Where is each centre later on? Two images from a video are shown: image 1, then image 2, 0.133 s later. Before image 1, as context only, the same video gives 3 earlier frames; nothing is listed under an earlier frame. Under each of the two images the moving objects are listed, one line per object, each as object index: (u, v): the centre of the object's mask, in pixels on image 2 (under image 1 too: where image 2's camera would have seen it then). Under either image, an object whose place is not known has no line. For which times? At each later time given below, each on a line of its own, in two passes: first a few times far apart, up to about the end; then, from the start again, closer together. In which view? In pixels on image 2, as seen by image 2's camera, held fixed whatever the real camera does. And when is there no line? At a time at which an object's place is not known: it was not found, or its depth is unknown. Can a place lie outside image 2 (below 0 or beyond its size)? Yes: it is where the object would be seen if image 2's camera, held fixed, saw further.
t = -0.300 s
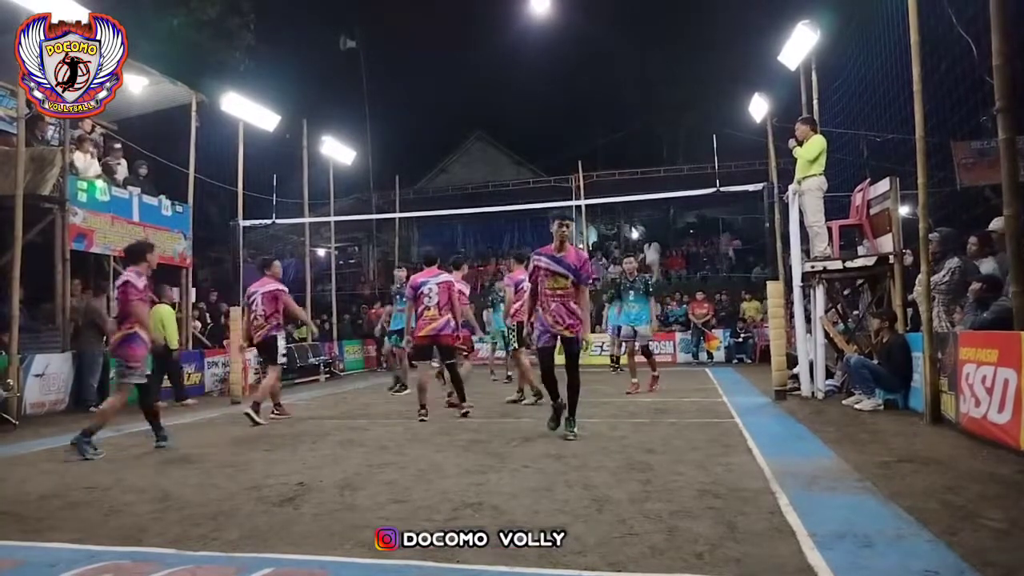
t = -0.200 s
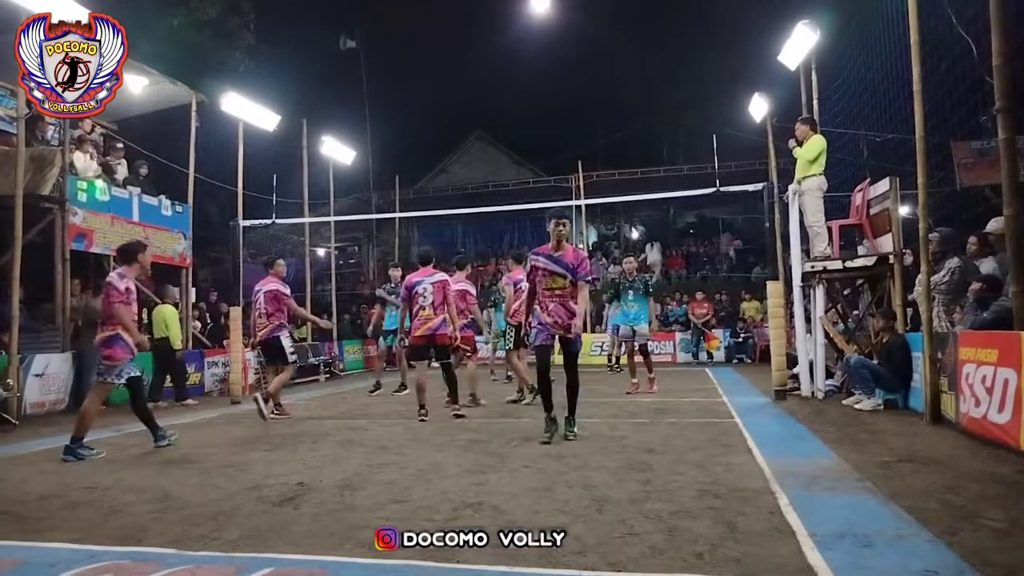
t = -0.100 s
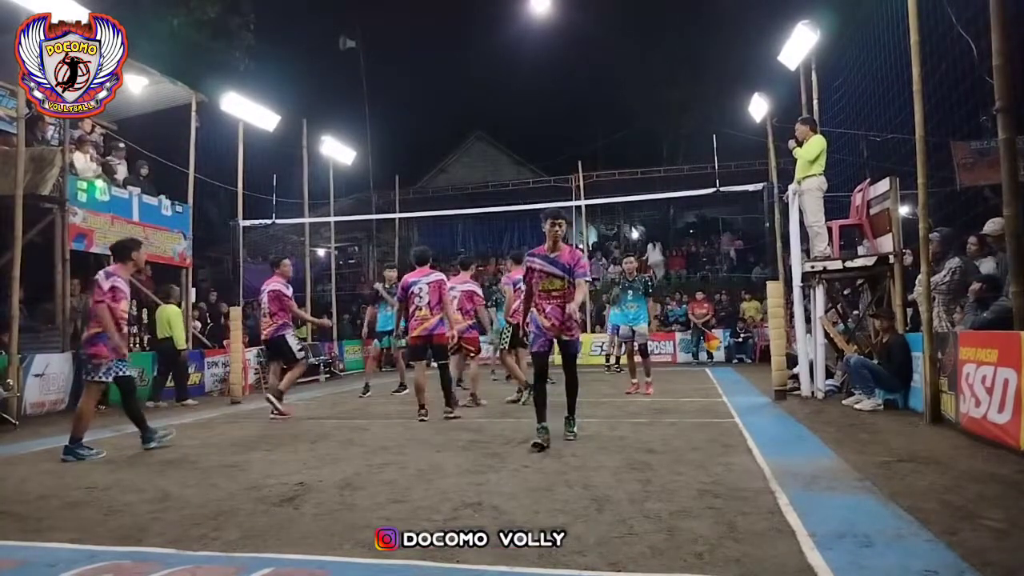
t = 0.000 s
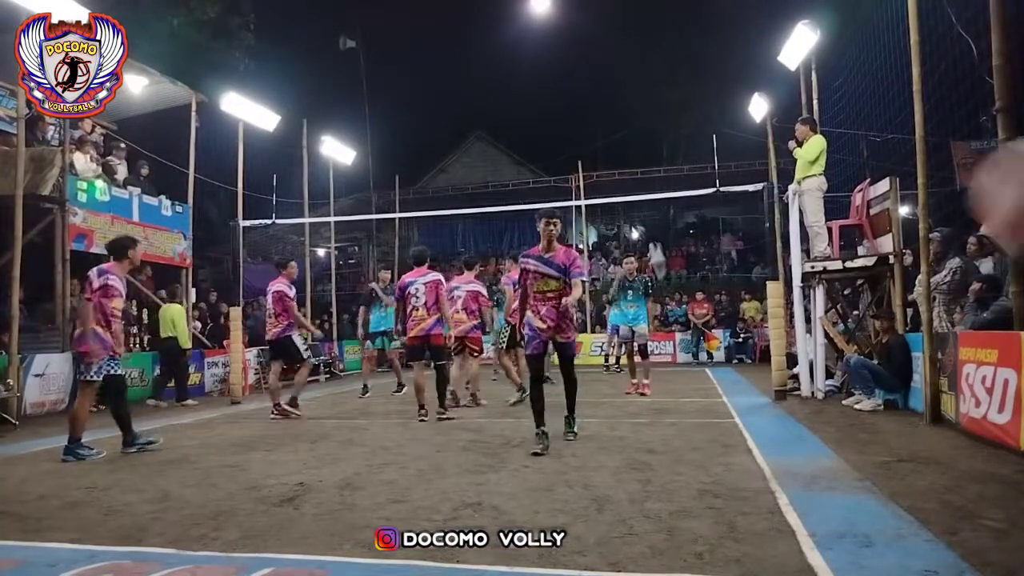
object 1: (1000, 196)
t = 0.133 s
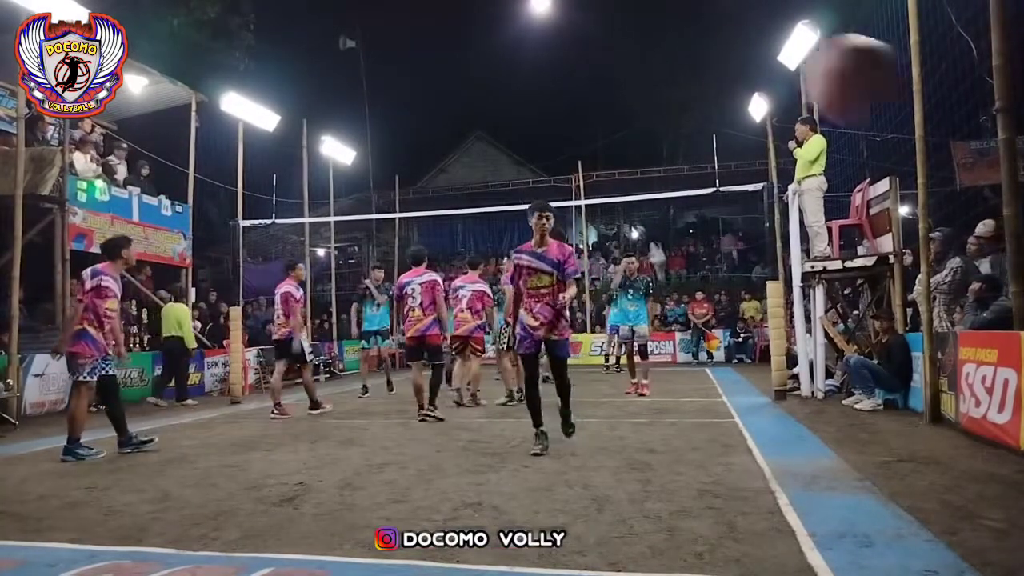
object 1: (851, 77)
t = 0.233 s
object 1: (759, 58)
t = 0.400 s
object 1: (676, 98)
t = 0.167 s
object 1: (823, 68)
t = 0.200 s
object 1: (788, 59)
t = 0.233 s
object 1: (759, 58)
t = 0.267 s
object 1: (739, 62)
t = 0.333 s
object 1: (705, 76)
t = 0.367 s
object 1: (689, 86)
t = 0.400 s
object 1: (676, 98)
